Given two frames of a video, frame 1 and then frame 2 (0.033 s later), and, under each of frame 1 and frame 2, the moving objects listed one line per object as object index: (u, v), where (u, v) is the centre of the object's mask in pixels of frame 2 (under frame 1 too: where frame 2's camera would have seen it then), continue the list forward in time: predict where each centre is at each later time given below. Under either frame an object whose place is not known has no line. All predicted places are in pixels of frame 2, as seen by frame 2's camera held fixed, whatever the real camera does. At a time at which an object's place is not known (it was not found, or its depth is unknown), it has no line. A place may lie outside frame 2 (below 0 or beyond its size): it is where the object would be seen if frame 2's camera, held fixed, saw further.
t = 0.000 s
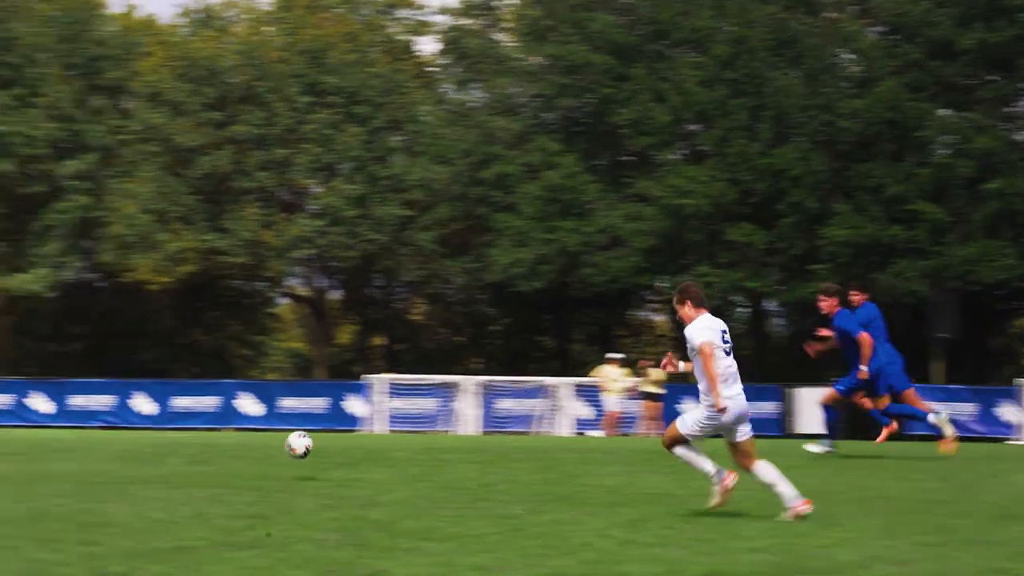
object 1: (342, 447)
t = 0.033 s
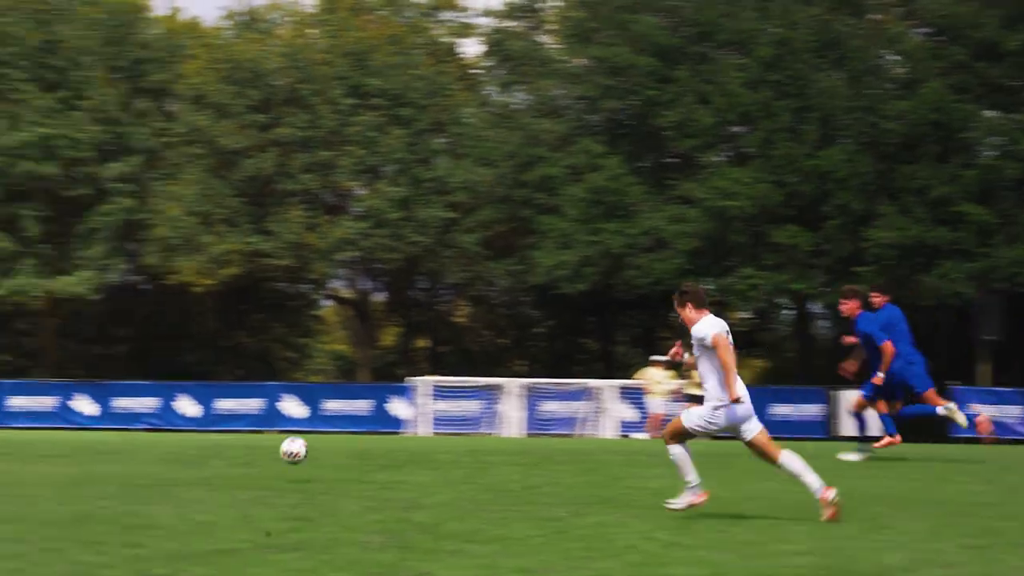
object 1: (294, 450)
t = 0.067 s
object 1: (245, 455)
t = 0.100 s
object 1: (195, 461)
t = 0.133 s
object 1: (146, 469)
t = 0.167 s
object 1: (97, 472)
